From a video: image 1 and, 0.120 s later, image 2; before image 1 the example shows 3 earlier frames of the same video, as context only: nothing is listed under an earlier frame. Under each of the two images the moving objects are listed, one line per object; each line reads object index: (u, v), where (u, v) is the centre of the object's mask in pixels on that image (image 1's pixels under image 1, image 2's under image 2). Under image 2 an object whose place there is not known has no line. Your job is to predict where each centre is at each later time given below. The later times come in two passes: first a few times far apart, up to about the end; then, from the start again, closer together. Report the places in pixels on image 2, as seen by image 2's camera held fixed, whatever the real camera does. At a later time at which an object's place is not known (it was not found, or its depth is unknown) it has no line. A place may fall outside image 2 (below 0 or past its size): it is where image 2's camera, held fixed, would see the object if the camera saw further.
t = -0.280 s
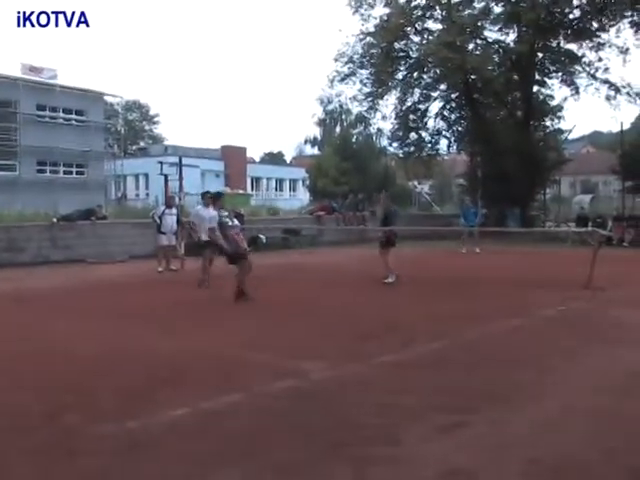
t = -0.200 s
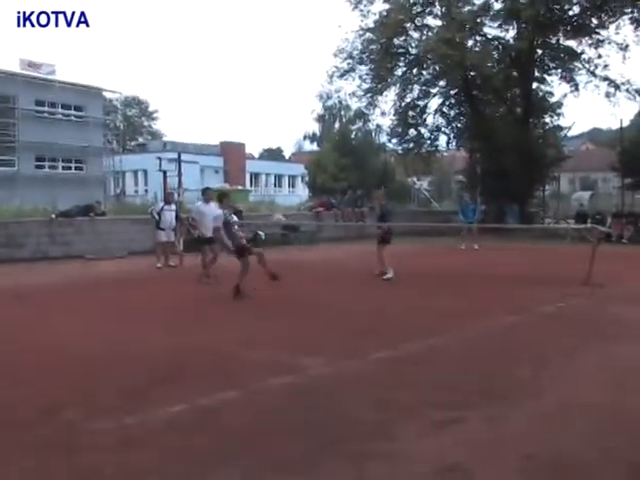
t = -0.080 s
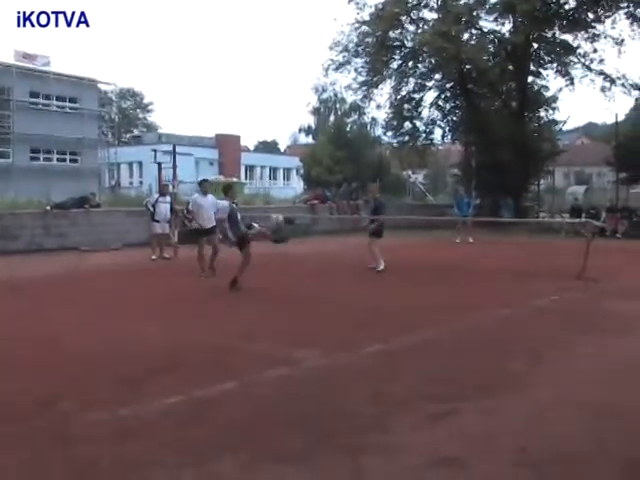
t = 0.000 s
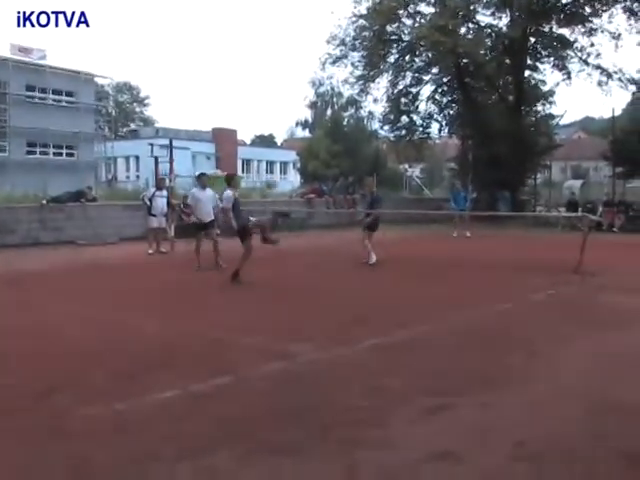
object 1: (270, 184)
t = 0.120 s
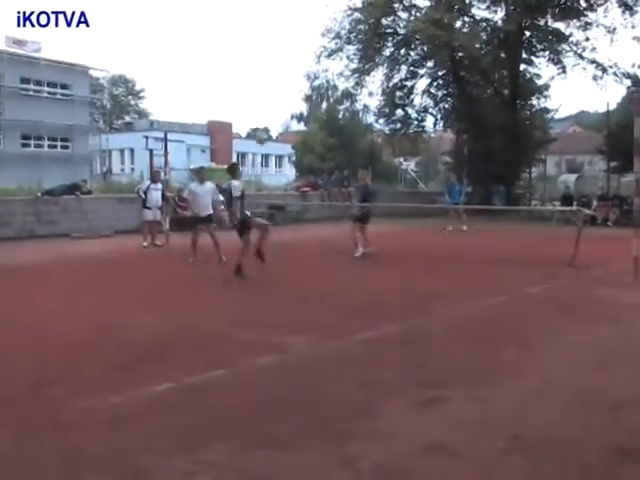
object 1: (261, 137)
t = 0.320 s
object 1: (255, 98)
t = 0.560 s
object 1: (250, 82)
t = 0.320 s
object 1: (255, 98)
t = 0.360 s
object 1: (254, 93)
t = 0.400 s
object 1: (253, 88)
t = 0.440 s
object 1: (252, 85)
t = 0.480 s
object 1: (252, 83)
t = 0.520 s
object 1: (251, 82)
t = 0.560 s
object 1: (250, 82)
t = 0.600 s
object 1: (249, 82)
